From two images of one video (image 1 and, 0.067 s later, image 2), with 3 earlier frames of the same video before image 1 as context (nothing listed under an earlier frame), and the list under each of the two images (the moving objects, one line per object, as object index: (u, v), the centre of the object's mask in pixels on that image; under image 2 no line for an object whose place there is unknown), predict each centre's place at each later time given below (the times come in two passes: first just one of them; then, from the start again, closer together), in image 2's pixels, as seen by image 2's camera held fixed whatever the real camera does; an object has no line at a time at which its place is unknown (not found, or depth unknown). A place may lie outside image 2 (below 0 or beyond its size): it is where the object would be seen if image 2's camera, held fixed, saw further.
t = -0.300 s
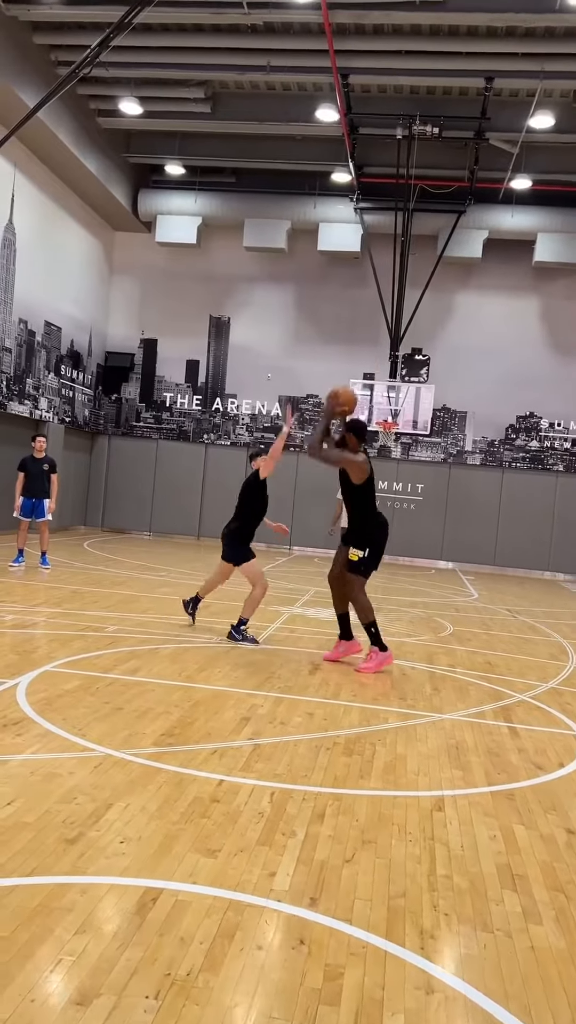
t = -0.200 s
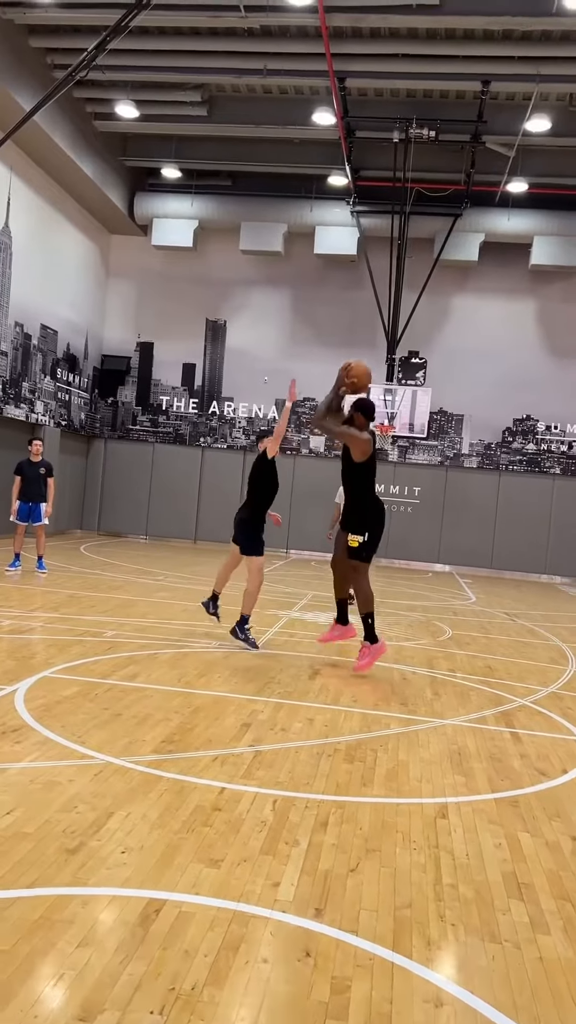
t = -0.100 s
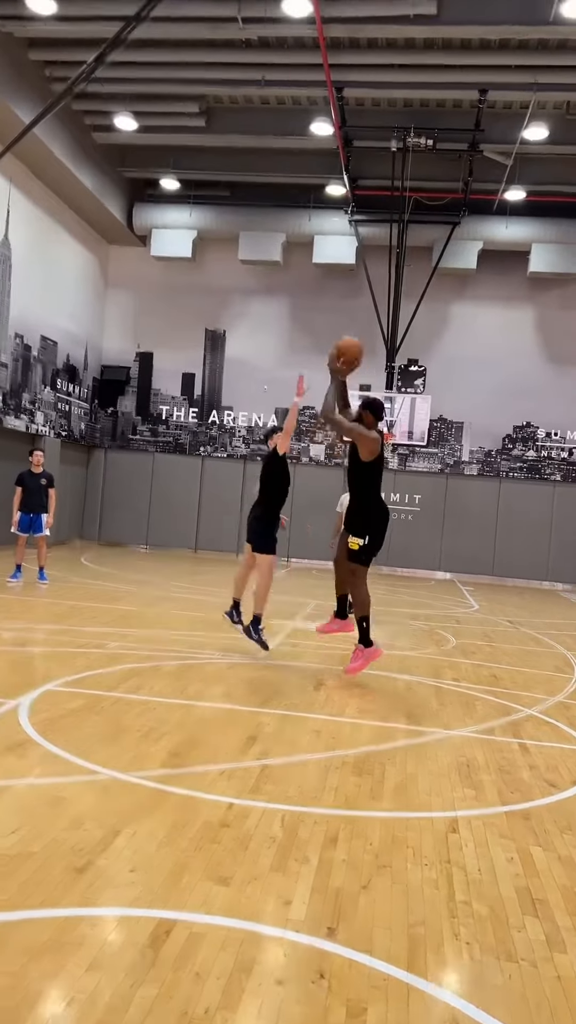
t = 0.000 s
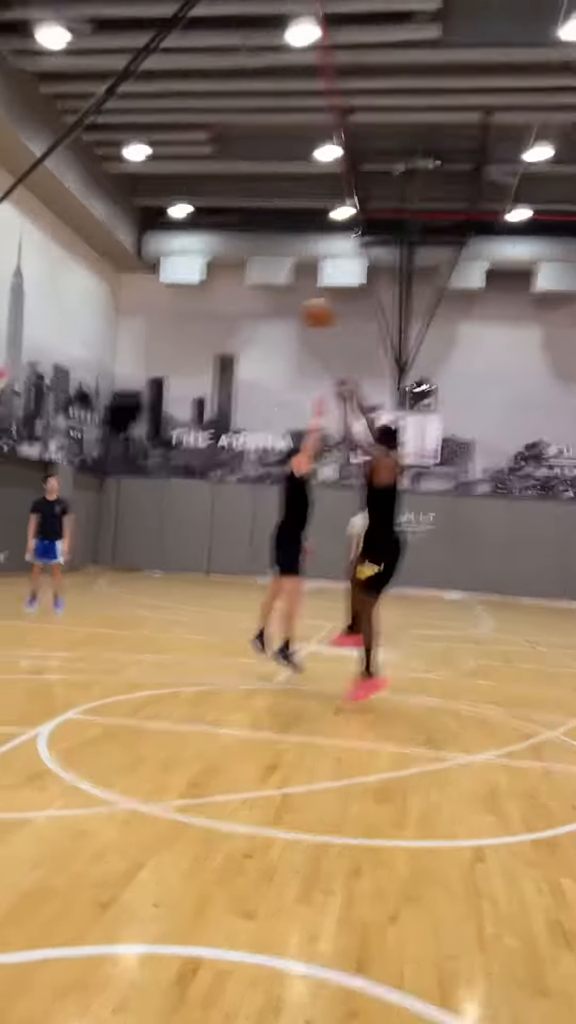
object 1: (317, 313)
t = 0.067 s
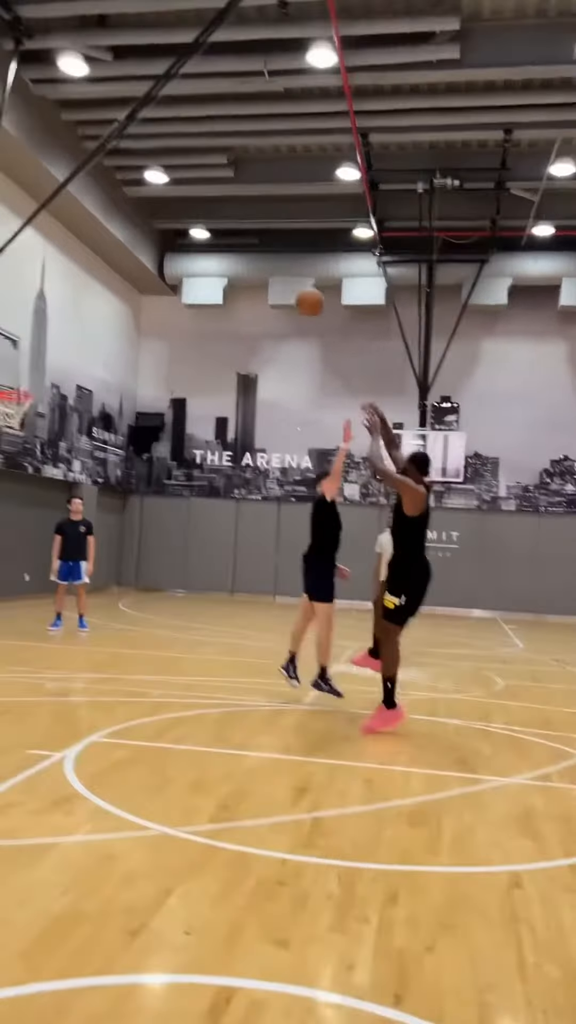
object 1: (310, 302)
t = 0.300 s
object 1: (217, 245)
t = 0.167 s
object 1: (268, 269)
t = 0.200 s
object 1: (255, 261)
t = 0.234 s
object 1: (242, 254)
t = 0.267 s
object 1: (230, 249)
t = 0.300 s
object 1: (217, 245)
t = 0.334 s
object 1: (208, 243)
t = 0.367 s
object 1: (197, 241)
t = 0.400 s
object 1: (185, 241)
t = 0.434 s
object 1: (176, 241)
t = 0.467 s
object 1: (164, 243)
